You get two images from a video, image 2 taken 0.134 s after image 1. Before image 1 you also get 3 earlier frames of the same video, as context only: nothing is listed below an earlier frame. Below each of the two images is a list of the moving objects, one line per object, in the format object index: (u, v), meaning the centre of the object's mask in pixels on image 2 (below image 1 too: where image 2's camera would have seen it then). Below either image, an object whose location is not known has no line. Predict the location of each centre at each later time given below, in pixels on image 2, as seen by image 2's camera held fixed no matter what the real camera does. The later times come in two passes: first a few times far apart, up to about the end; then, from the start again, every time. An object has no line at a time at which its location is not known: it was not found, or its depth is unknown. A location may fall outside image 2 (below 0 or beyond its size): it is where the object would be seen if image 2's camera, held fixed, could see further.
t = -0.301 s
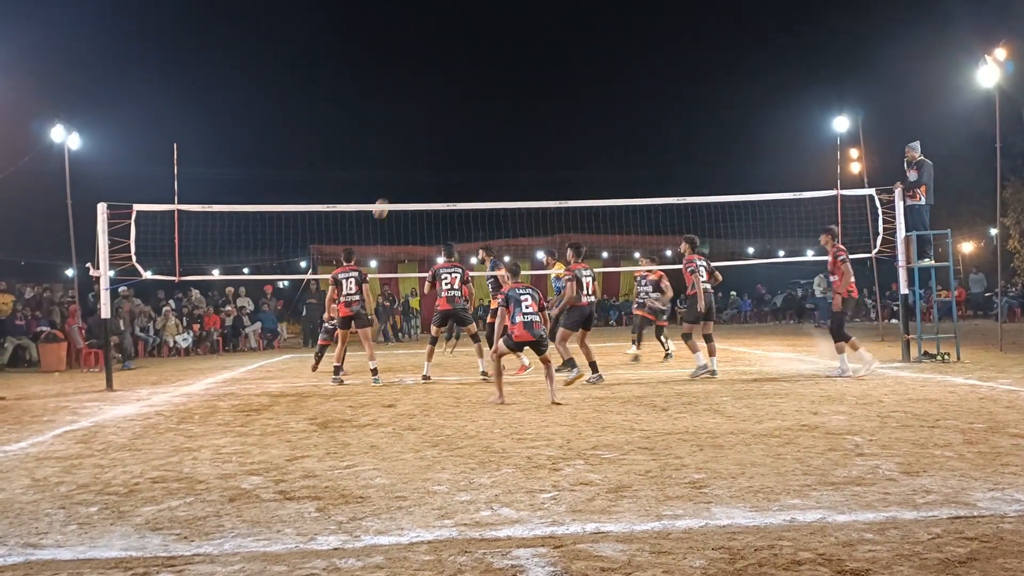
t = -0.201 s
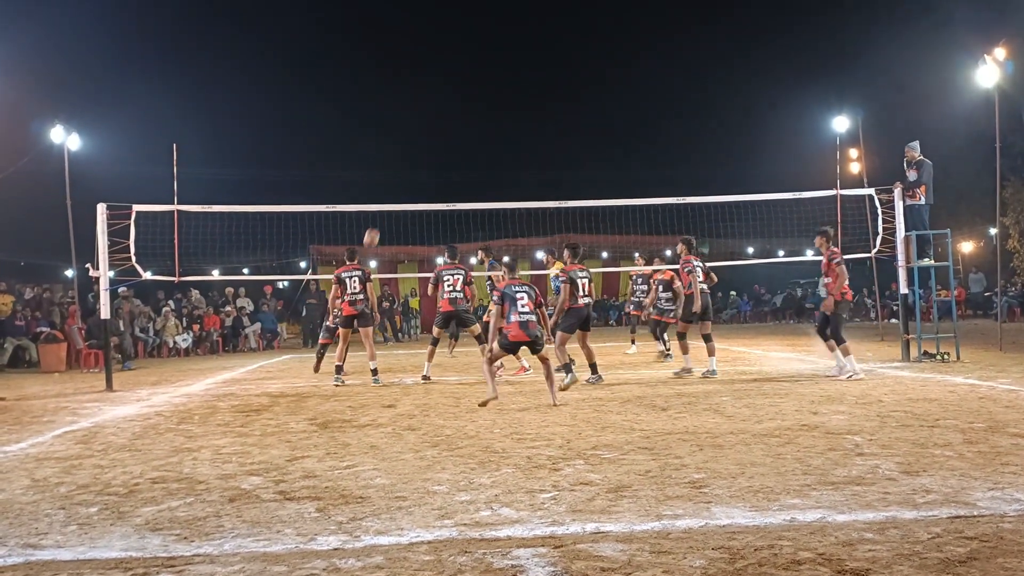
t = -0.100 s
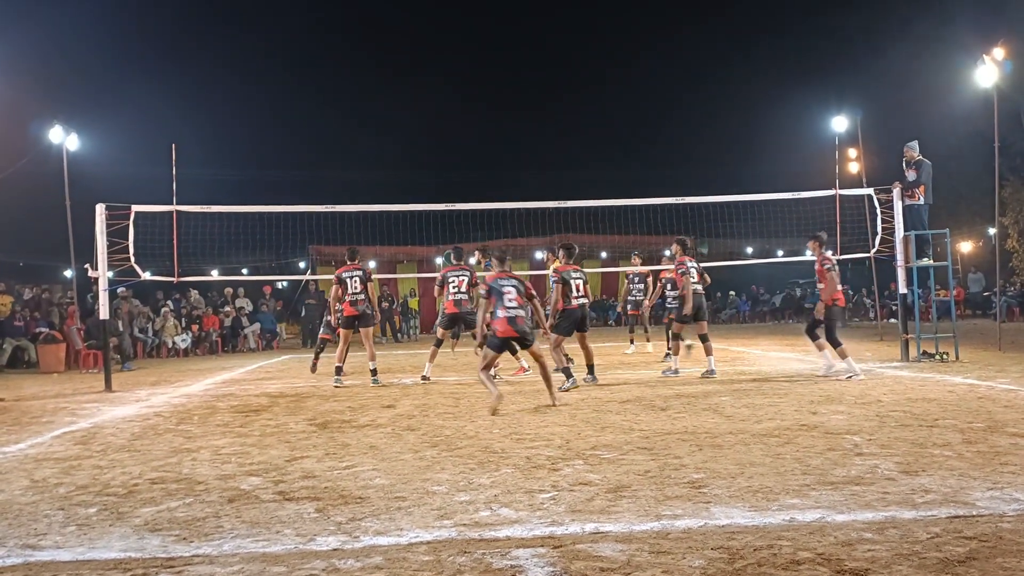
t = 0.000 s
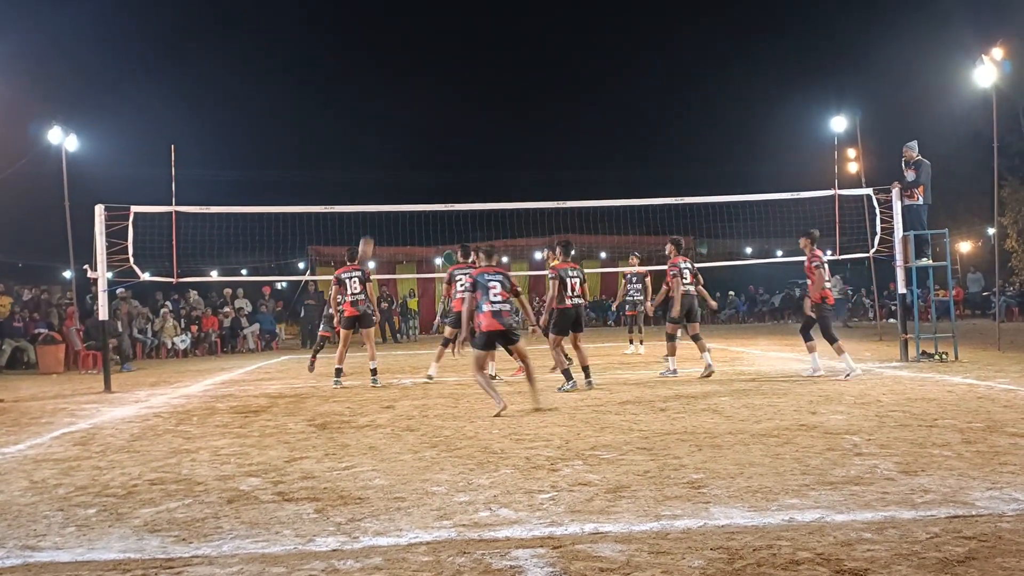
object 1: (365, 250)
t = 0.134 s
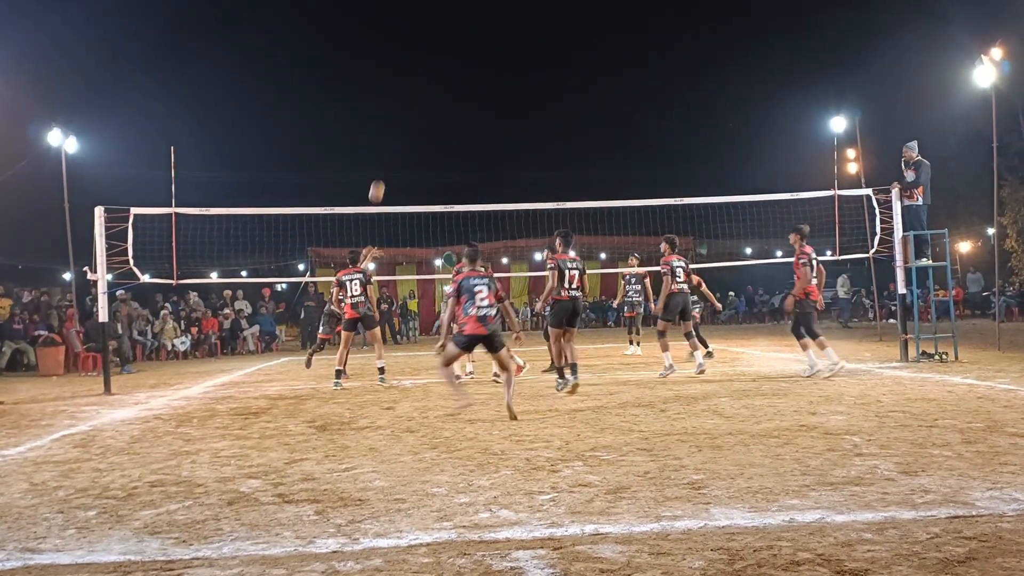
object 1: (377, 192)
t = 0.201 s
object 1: (382, 167)
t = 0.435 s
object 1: (403, 106)
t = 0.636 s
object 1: (420, 82)
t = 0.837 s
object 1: (438, 83)
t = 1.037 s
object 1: (455, 109)
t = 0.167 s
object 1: (379, 179)
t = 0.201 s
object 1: (382, 167)
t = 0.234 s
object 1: (385, 156)
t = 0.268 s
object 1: (388, 146)
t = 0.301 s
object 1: (391, 136)
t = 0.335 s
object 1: (394, 128)
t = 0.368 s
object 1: (397, 120)
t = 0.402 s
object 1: (400, 112)
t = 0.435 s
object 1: (403, 106)
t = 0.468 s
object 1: (406, 100)
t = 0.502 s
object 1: (409, 95)
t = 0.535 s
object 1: (411, 90)
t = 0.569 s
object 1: (414, 87)
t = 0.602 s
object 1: (417, 84)
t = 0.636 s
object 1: (420, 82)
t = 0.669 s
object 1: (423, 80)
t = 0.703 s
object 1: (426, 79)
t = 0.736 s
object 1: (429, 79)
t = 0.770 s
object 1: (431, 79)
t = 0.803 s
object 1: (435, 81)
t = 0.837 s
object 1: (438, 83)
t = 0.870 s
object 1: (441, 85)
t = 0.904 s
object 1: (444, 89)
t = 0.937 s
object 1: (447, 93)
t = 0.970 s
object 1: (450, 97)
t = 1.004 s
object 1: (452, 103)
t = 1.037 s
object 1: (455, 109)
